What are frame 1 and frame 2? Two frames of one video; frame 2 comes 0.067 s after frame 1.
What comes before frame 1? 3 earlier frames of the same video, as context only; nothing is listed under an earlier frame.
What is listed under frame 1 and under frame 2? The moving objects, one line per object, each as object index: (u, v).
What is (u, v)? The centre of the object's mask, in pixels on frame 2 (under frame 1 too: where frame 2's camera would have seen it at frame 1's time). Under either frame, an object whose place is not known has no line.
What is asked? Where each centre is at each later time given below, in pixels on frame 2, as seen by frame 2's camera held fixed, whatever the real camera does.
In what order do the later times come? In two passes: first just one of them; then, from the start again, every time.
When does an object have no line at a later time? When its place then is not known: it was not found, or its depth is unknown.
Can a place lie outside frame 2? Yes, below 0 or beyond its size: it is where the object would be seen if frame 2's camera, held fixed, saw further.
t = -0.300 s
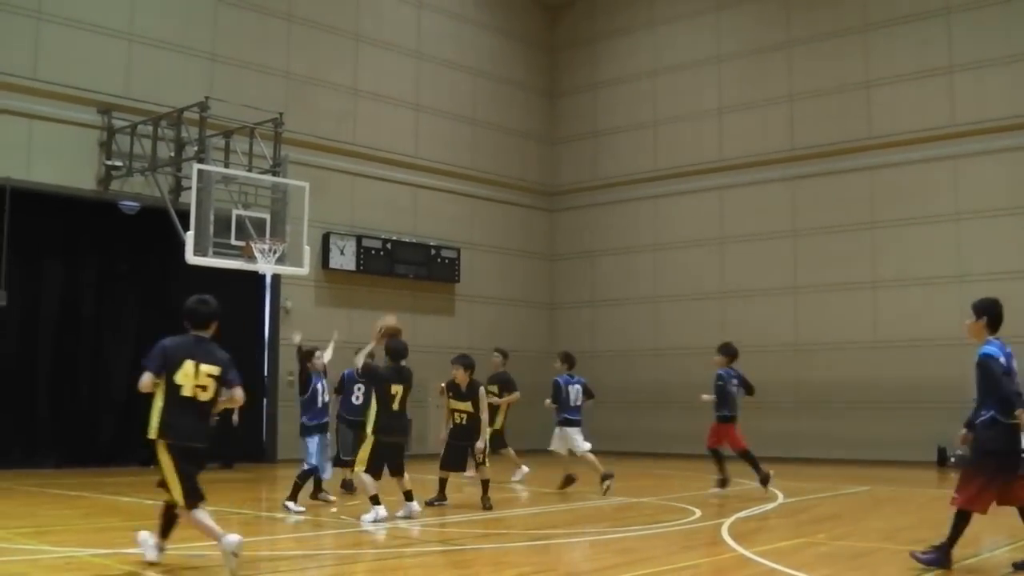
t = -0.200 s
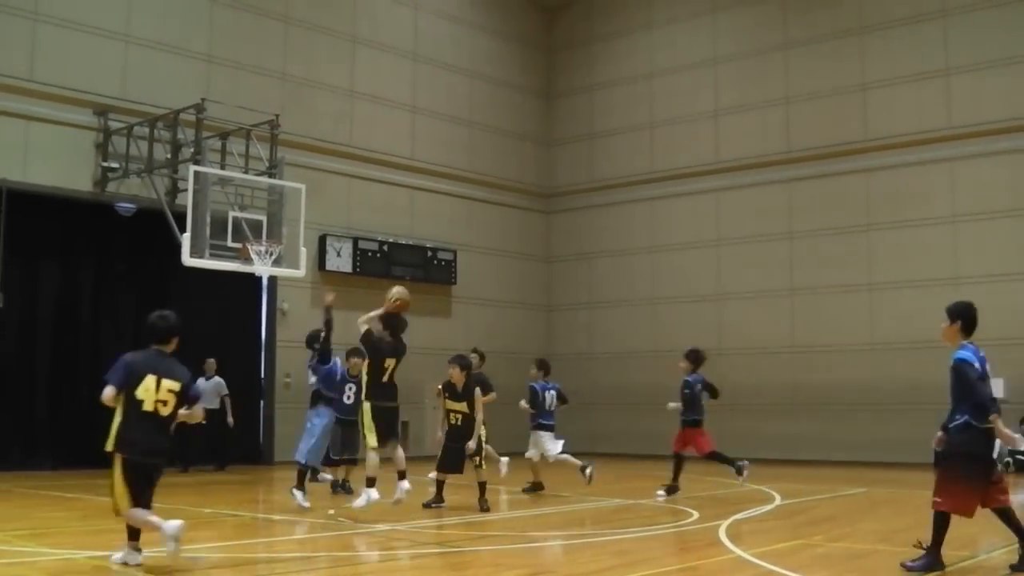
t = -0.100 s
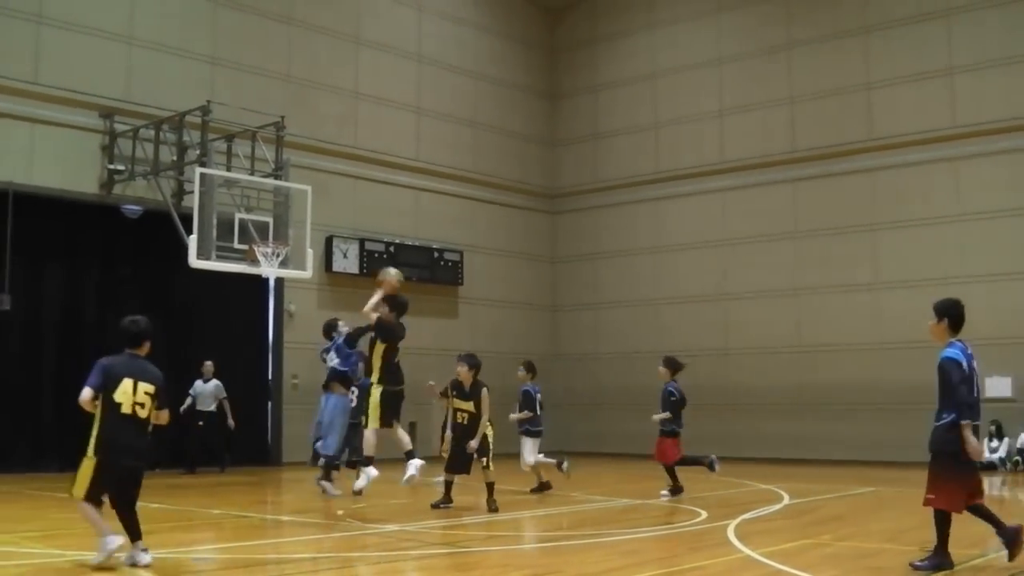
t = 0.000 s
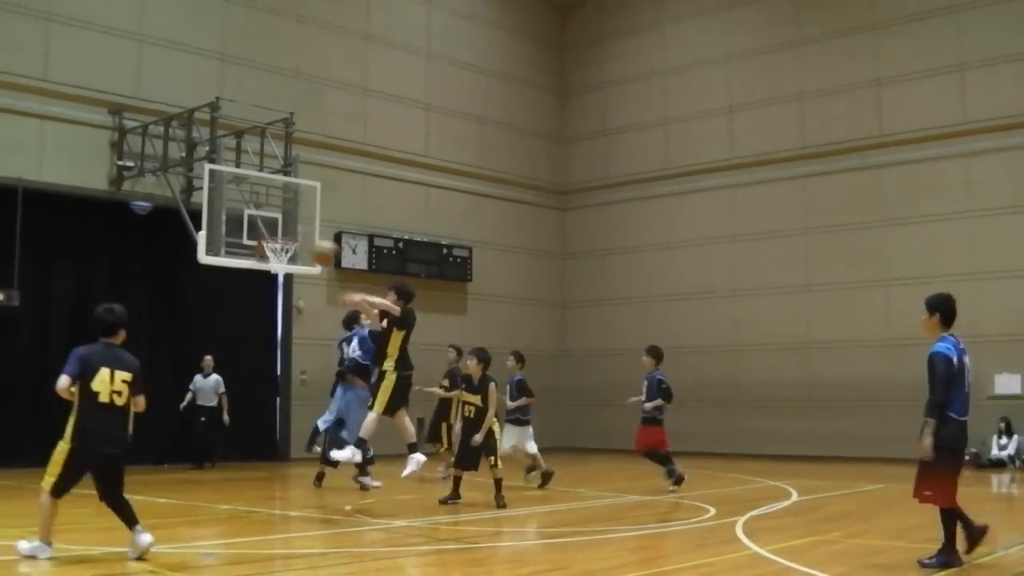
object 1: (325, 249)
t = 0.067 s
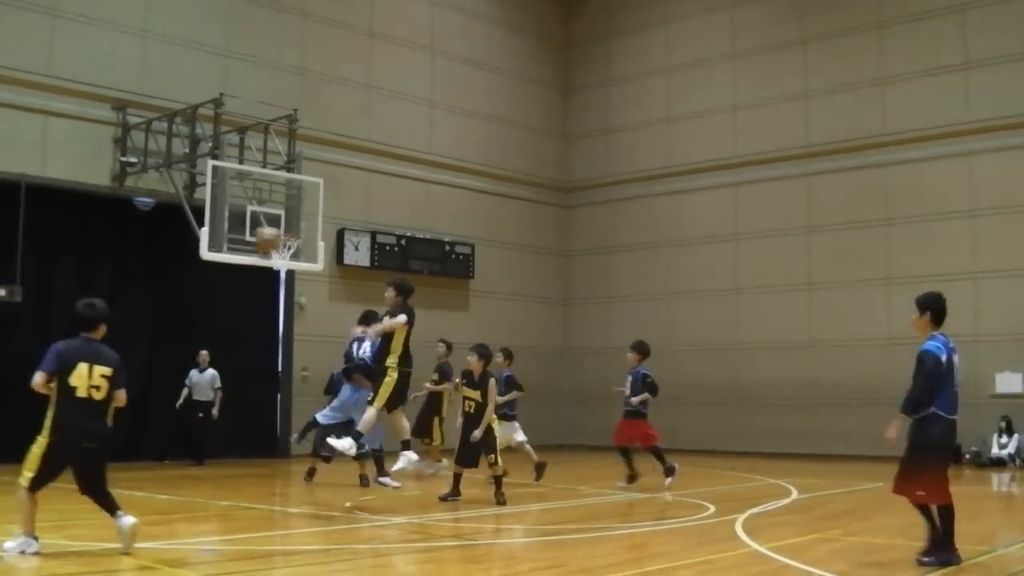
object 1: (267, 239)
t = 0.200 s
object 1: (147, 235)
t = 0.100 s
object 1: (235, 234)
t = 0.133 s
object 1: (208, 234)
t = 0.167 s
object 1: (176, 234)
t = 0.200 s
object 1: (147, 235)
